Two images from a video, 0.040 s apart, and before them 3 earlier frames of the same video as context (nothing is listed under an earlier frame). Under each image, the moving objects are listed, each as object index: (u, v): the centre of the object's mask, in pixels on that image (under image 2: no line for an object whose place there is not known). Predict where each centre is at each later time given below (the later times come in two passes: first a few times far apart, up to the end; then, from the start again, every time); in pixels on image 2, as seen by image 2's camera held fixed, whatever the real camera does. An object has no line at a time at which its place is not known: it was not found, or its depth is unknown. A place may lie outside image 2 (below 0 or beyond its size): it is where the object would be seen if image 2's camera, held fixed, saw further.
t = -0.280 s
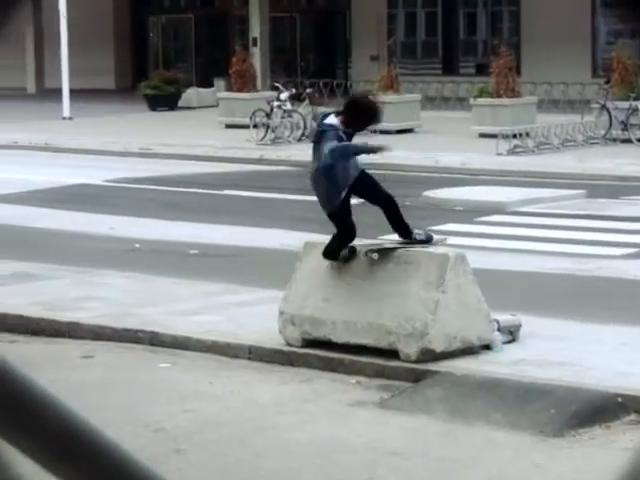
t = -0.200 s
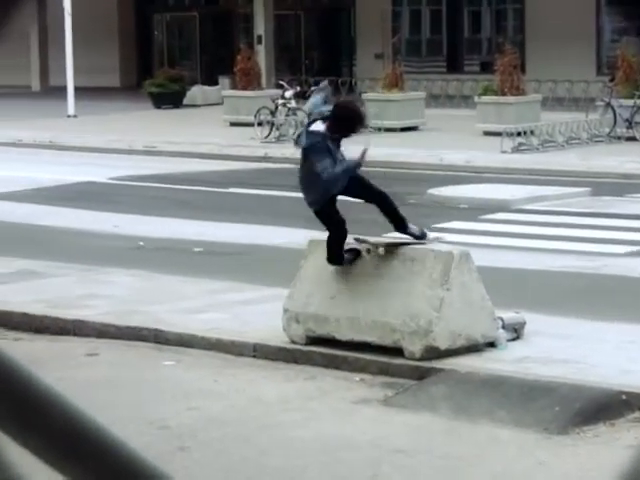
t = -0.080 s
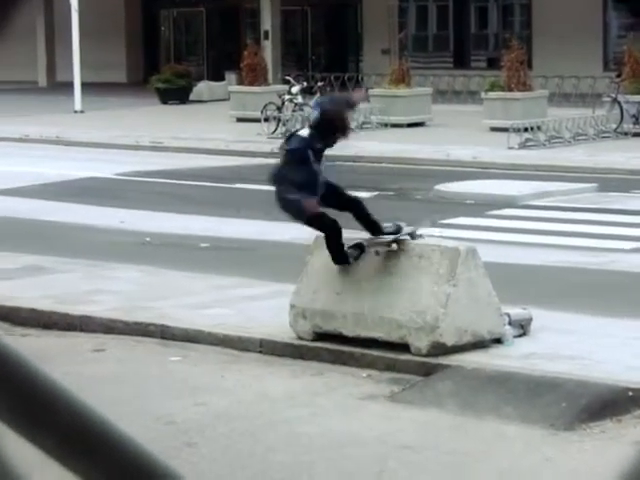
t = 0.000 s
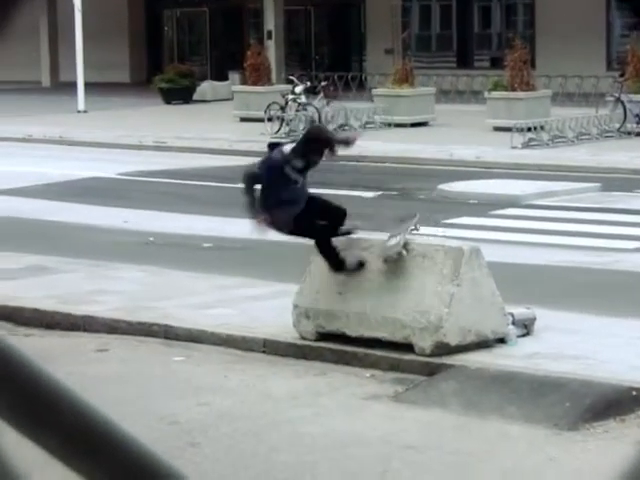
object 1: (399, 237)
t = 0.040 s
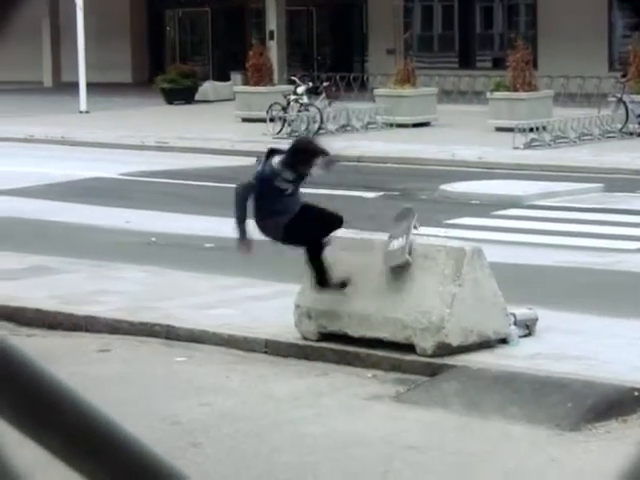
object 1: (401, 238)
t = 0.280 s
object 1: (385, 257)
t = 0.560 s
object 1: (372, 323)
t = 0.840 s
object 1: (360, 338)
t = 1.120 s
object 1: (348, 357)
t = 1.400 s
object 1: (332, 371)
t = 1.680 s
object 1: (322, 377)
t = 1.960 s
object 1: (315, 381)
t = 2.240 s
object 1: (309, 385)
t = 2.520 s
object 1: (305, 387)
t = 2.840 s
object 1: (302, 390)
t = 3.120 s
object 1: (298, 390)
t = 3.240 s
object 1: (297, 391)
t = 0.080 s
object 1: (398, 238)
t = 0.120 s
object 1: (395, 241)
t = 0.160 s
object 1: (392, 243)
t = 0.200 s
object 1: (390, 247)
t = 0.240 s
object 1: (387, 250)
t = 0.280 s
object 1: (385, 257)
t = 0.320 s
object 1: (382, 263)
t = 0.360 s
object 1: (380, 271)
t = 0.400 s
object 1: (378, 281)
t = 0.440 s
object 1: (375, 296)
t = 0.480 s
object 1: (373, 311)
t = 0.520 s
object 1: (372, 324)
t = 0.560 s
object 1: (372, 323)
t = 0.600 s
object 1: (371, 320)
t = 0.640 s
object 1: (368, 322)
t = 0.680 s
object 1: (367, 325)
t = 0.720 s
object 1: (364, 331)
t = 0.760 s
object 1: (363, 334)
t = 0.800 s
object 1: (361, 335)
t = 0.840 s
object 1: (360, 338)
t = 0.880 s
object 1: (358, 341)
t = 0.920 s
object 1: (358, 344)
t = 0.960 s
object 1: (358, 346)
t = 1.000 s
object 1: (355, 347)
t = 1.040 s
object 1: (351, 350)
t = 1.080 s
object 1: (349, 353)
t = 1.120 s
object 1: (348, 357)
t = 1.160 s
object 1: (346, 363)
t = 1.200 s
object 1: (342, 366)
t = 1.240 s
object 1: (339, 367)
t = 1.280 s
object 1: (337, 368)
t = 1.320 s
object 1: (335, 369)
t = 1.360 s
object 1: (333, 370)
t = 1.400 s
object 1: (332, 371)
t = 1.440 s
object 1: (330, 372)
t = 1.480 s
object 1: (329, 373)
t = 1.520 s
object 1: (328, 374)
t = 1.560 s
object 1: (327, 375)
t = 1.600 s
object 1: (325, 376)
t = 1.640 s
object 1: (324, 376)
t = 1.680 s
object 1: (322, 377)
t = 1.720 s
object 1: (321, 378)
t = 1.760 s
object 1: (320, 378)
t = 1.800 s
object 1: (319, 379)
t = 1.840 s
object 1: (318, 379)
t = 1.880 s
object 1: (317, 380)
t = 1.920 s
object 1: (316, 381)
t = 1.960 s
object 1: (315, 381)
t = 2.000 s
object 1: (314, 382)
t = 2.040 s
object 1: (313, 382)
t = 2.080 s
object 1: (313, 383)
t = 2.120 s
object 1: (312, 383)
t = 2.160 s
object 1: (311, 384)
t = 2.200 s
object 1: (310, 384)
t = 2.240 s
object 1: (309, 385)
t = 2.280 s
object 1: (308, 385)
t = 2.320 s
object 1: (307, 386)
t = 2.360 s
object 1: (307, 386)
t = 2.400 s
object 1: (306, 386)
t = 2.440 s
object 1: (306, 387)
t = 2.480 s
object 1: (305, 387)
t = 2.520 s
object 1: (305, 387)
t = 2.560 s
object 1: (304, 388)
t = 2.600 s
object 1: (304, 388)
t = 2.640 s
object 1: (304, 389)
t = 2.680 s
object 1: (303, 389)
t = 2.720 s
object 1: (302, 389)
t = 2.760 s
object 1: (302, 389)
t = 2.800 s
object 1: (302, 389)
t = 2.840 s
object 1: (302, 390)
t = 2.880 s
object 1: (301, 390)
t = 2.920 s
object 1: (301, 390)
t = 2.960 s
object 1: (301, 390)
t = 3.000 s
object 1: (300, 390)
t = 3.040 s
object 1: (300, 390)
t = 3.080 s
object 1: (300, 390)
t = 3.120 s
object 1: (298, 390)
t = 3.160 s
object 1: (298, 391)
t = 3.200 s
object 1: (298, 390)
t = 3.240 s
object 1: (297, 391)
